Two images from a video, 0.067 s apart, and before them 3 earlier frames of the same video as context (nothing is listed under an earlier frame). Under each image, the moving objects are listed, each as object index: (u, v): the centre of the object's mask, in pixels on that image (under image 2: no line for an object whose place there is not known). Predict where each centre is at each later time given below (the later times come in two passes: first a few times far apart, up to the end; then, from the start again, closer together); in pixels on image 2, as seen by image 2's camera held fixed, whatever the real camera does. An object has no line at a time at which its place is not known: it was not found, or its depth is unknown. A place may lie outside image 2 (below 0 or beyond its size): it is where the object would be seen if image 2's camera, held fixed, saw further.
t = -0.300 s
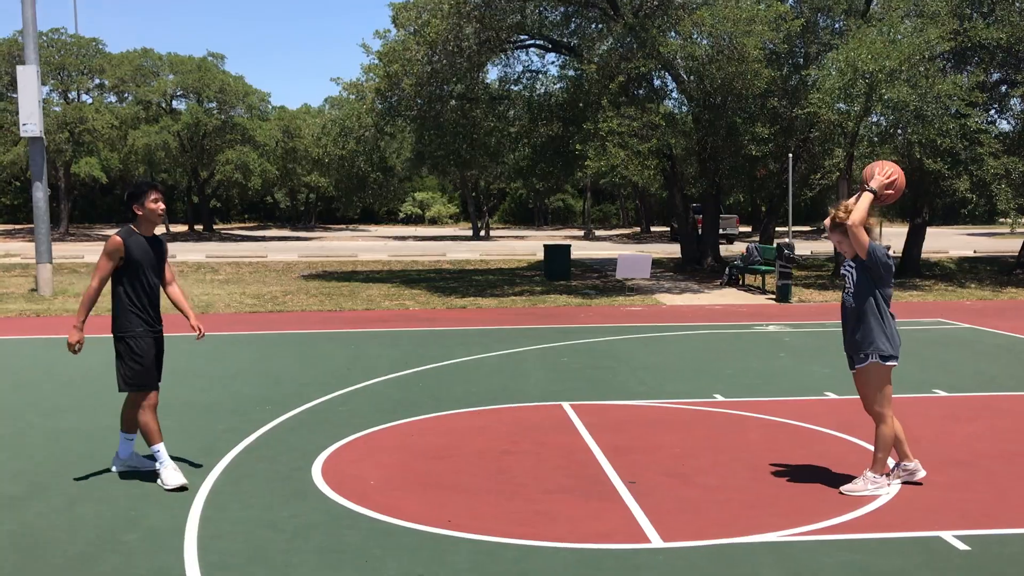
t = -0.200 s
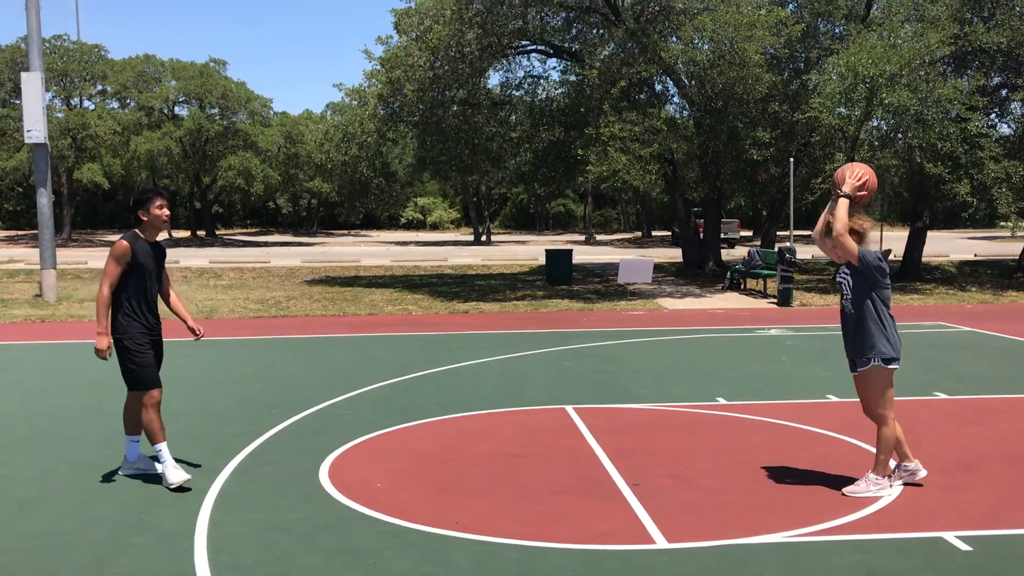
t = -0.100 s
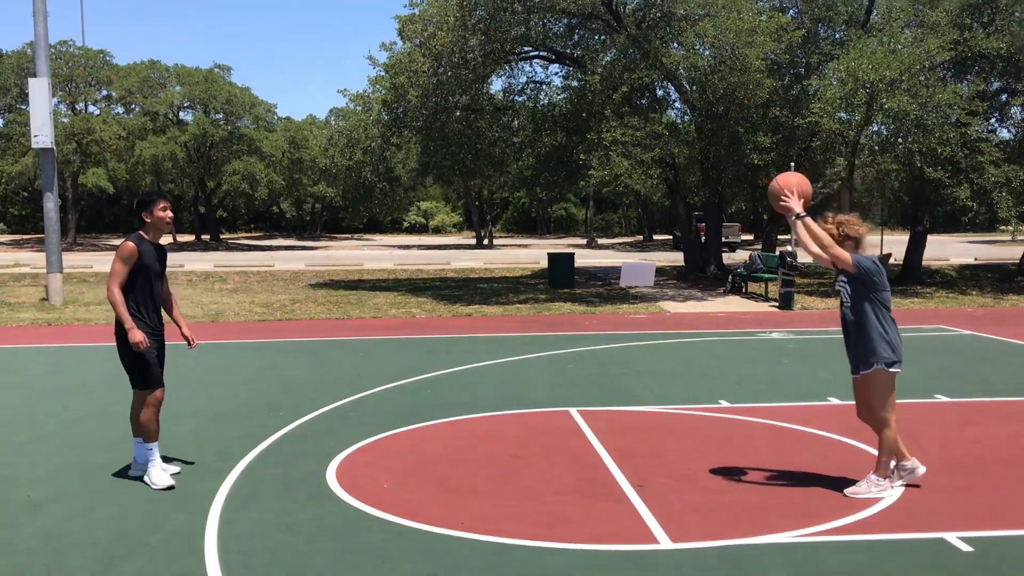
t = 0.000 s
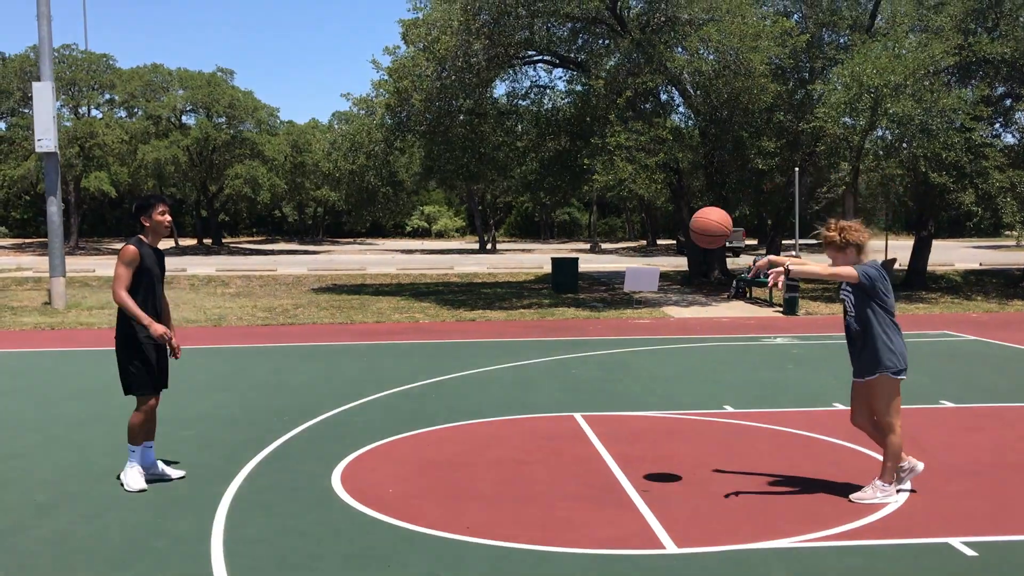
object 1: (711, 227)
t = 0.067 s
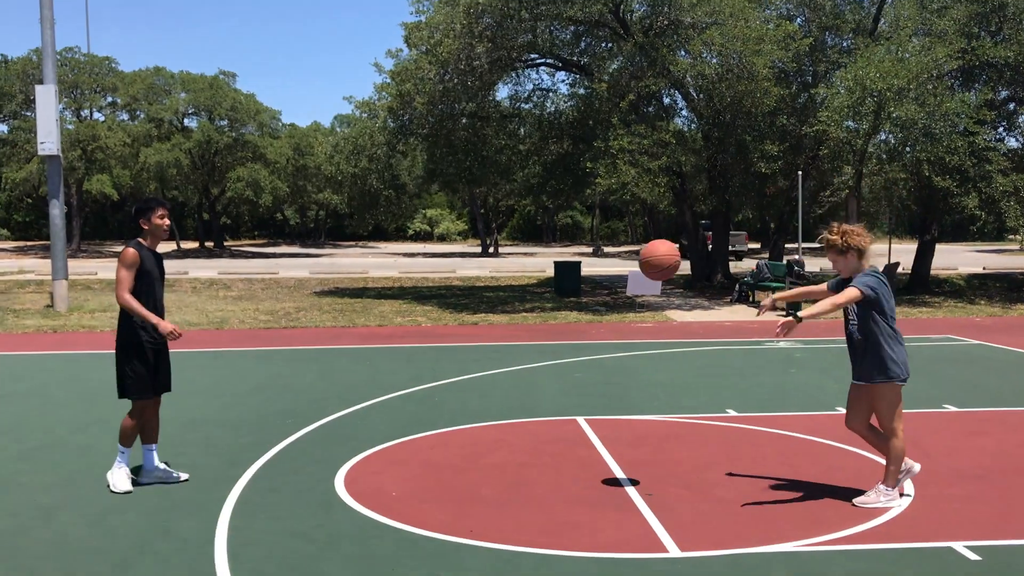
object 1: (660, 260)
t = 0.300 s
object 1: (482, 411)
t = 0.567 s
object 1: (334, 354)
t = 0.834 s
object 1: (205, 281)
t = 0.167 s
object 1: (581, 315)
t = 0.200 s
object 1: (556, 337)
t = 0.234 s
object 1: (531, 360)
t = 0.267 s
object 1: (506, 385)
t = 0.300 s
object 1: (482, 411)
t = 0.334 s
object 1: (457, 440)
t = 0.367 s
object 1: (434, 470)
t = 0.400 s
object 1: (417, 459)
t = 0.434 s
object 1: (400, 434)
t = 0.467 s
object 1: (383, 411)
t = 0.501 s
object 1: (367, 390)
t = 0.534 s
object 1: (350, 371)
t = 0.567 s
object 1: (334, 354)
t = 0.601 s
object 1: (318, 338)
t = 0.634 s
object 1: (302, 325)
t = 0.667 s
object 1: (286, 314)
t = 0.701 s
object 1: (269, 304)
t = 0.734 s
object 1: (252, 295)
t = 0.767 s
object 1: (236, 289)
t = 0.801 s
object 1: (221, 284)
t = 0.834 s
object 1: (205, 281)
